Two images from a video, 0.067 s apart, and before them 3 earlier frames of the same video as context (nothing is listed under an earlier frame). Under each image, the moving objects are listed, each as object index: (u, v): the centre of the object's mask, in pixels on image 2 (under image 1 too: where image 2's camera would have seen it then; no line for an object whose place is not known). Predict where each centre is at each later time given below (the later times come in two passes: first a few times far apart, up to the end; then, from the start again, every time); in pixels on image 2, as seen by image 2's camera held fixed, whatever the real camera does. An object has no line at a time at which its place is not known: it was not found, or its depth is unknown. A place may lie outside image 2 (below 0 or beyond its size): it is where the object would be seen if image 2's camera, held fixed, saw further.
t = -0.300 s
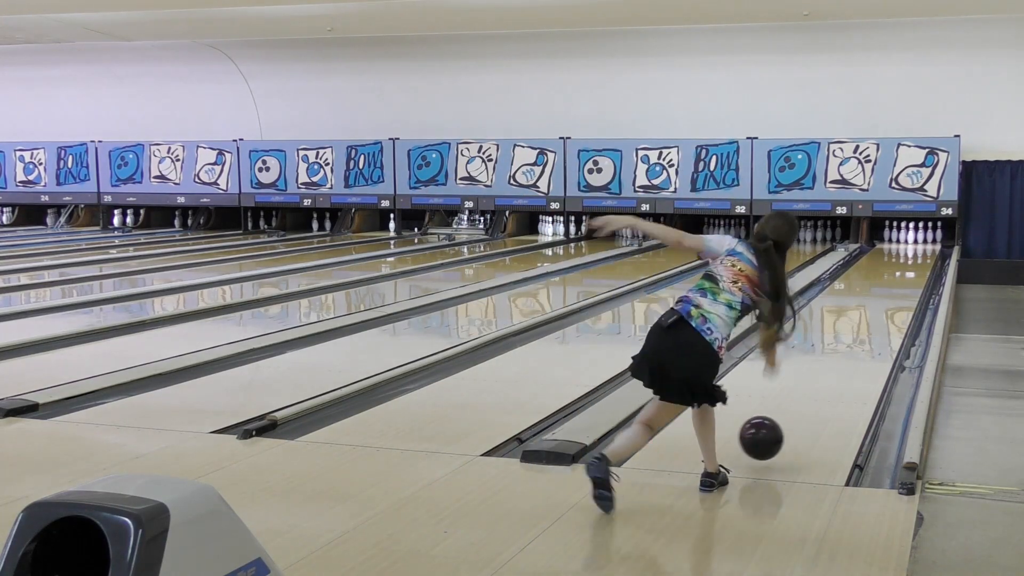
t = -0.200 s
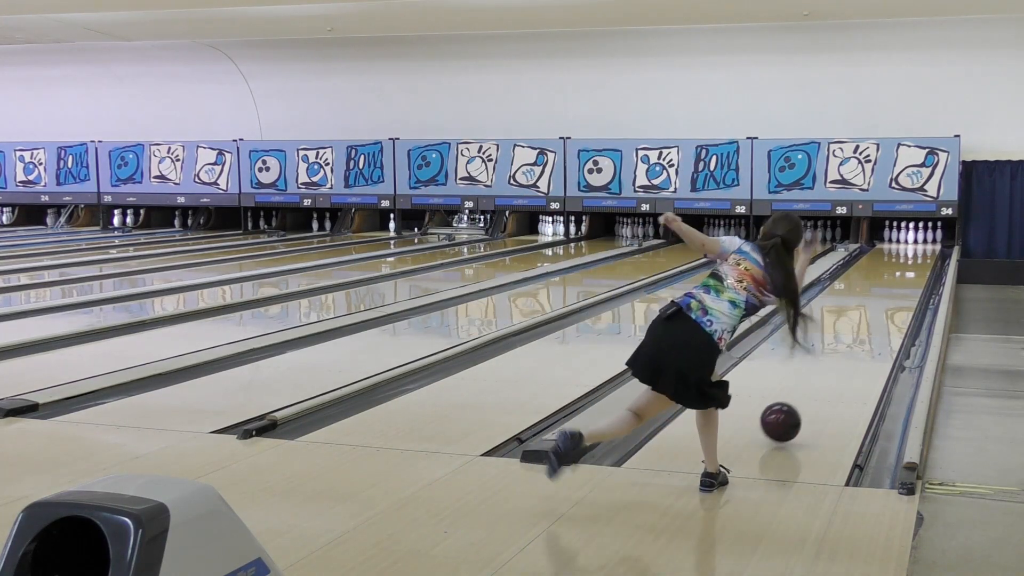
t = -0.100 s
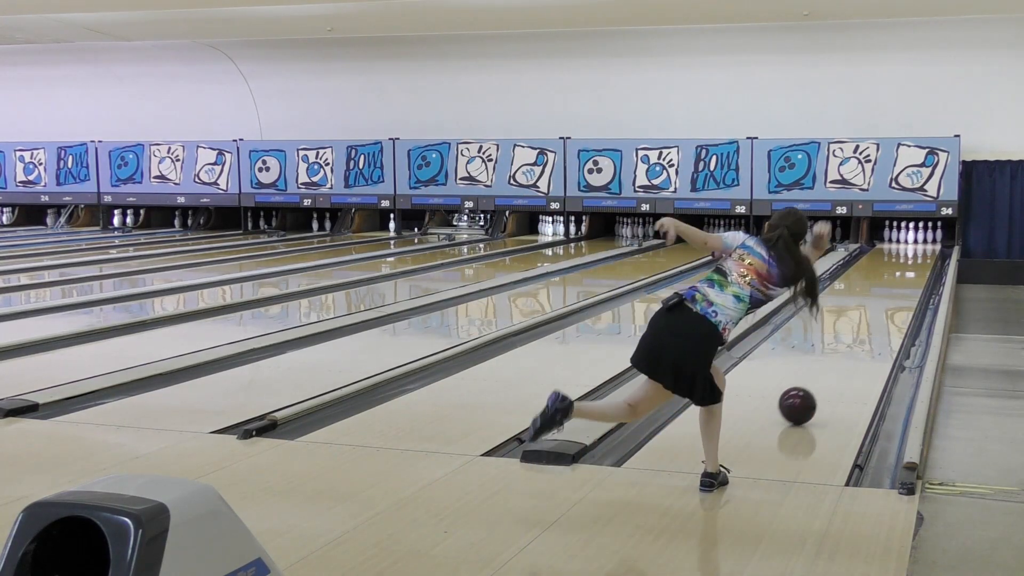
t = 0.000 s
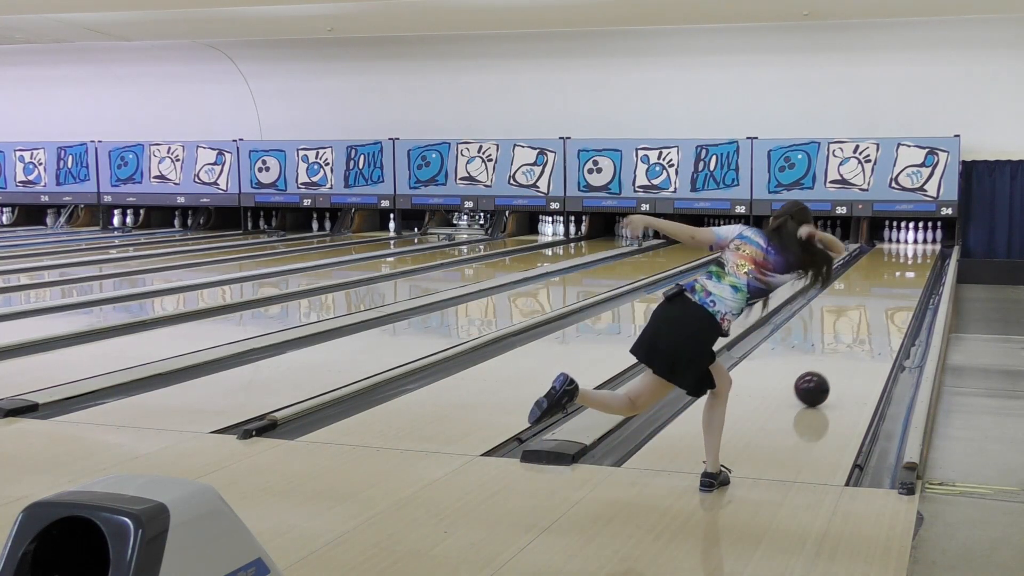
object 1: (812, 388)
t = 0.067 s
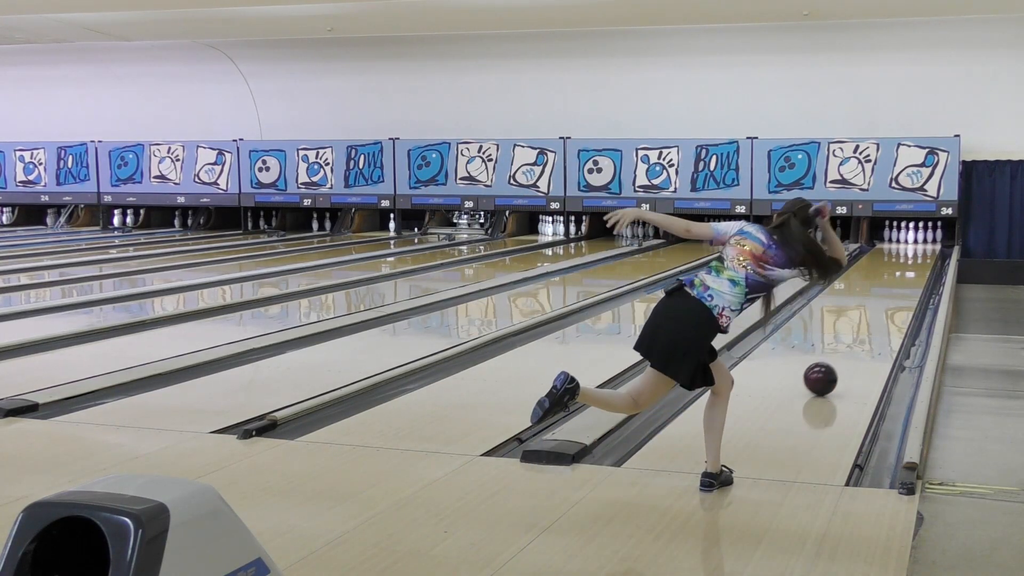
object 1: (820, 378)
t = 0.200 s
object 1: (835, 361)
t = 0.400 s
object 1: (853, 340)
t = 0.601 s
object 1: (868, 323)
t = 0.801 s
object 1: (880, 309)
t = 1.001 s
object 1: (889, 297)
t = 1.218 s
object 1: (898, 286)
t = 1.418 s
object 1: (905, 278)
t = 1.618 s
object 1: (910, 270)
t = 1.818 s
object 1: (915, 264)
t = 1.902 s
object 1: (917, 261)
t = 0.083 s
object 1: (822, 376)
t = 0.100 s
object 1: (824, 374)
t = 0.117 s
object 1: (826, 371)
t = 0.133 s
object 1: (828, 369)
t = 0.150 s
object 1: (830, 367)
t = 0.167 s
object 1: (832, 365)
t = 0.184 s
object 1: (833, 363)
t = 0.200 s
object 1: (835, 361)
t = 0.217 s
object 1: (837, 359)
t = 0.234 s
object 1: (839, 357)
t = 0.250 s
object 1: (840, 355)
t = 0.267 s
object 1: (842, 353)
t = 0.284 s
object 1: (843, 352)
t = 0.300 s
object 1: (845, 350)
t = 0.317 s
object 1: (846, 348)
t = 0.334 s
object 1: (848, 346)
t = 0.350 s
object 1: (849, 345)
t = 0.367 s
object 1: (851, 343)
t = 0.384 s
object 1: (852, 341)
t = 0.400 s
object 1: (853, 340)
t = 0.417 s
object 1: (855, 338)
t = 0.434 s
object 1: (856, 337)
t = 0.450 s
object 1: (857, 335)
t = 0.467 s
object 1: (859, 334)
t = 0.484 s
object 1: (860, 332)
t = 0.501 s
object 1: (861, 331)
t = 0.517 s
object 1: (862, 330)
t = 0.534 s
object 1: (864, 328)
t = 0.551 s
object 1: (865, 327)
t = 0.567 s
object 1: (866, 326)
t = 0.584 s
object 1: (867, 324)
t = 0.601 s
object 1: (868, 323)
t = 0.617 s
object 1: (869, 322)
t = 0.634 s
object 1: (870, 321)
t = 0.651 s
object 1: (871, 319)
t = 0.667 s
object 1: (872, 318)
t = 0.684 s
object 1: (873, 317)
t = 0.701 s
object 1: (874, 316)
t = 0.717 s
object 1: (875, 314)
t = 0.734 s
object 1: (876, 313)
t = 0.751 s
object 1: (877, 312)
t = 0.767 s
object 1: (878, 311)
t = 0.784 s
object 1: (879, 310)
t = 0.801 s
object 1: (880, 309)
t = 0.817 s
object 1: (881, 308)
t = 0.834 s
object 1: (882, 307)
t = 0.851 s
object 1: (883, 306)
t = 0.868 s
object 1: (883, 305)
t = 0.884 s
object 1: (884, 304)
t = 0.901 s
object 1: (885, 303)
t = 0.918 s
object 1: (886, 302)
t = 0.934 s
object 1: (886, 301)
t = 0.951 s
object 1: (887, 300)
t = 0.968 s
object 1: (888, 299)
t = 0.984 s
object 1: (889, 298)
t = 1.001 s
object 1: (889, 297)
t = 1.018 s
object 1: (890, 296)
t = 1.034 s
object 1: (891, 295)
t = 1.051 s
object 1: (892, 294)
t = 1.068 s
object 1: (892, 293)
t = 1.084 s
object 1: (893, 293)
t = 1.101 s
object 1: (894, 292)
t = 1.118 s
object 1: (894, 291)
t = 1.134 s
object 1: (895, 290)
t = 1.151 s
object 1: (896, 289)
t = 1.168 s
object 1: (896, 289)
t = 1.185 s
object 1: (897, 288)
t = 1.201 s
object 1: (898, 287)
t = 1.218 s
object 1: (898, 286)
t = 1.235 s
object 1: (899, 286)
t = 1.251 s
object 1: (899, 285)
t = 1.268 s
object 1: (900, 284)
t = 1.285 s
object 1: (900, 283)
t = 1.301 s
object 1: (901, 282)
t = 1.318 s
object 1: (902, 282)
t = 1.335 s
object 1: (902, 281)
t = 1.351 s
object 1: (903, 280)
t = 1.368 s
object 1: (903, 280)
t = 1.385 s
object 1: (904, 279)
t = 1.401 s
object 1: (904, 278)
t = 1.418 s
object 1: (905, 278)
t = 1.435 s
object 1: (905, 277)
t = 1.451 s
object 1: (906, 276)
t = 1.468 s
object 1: (906, 276)
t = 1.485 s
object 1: (907, 275)
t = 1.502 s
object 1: (907, 275)
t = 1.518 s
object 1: (908, 274)
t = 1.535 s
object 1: (908, 273)
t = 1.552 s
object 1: (909, 273)
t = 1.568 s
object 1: (909, 272)
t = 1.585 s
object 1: (909, 272)
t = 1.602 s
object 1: (910, 271)
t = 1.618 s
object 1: (910, 270)
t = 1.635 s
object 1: (911, 270)
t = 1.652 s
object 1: (911, 269)
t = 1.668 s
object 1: (912, 269)
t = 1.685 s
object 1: (912, 268)
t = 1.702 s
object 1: (912, 268)
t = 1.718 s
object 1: (913, 267)
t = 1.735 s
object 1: (913, 266)
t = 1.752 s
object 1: (914, 266)
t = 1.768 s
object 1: (914, 265)
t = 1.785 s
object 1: (914, 265)
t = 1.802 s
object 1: (915, 264)
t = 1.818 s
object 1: (915, 264)
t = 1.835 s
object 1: (916, 263)
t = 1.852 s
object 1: (916, 263)
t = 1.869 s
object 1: (916, 262)
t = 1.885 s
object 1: (917, 262)
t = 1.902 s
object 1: (917, 261)
